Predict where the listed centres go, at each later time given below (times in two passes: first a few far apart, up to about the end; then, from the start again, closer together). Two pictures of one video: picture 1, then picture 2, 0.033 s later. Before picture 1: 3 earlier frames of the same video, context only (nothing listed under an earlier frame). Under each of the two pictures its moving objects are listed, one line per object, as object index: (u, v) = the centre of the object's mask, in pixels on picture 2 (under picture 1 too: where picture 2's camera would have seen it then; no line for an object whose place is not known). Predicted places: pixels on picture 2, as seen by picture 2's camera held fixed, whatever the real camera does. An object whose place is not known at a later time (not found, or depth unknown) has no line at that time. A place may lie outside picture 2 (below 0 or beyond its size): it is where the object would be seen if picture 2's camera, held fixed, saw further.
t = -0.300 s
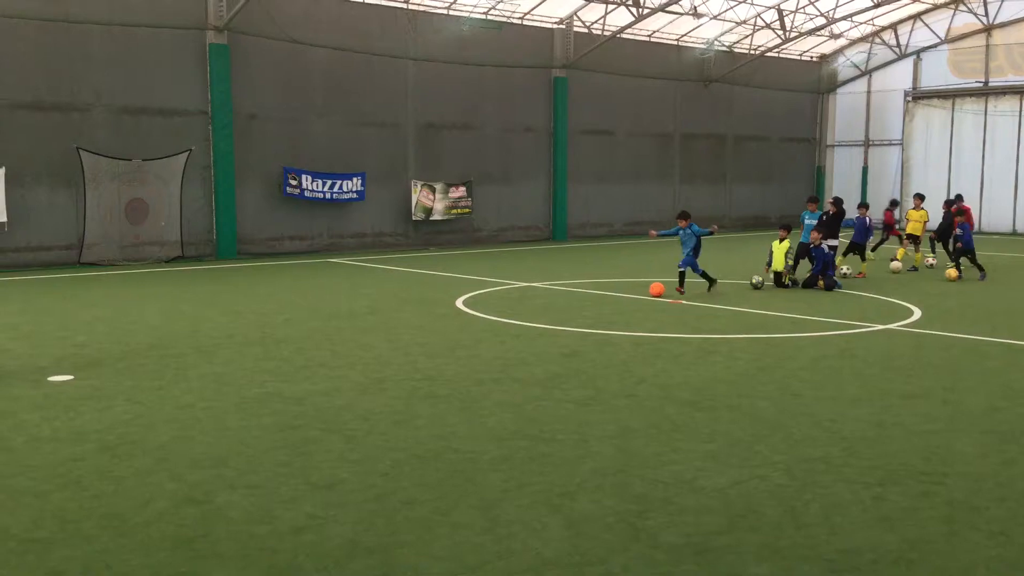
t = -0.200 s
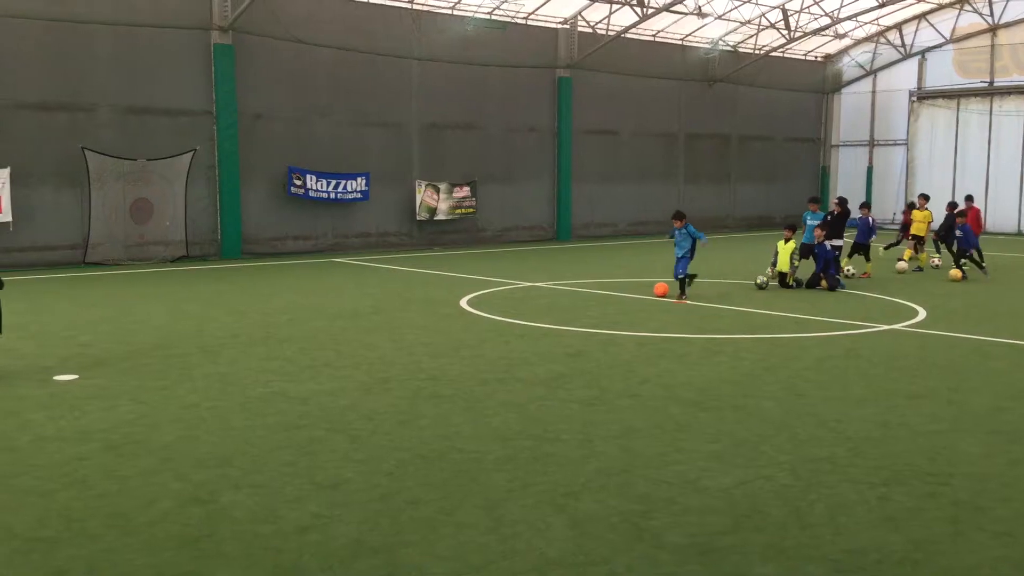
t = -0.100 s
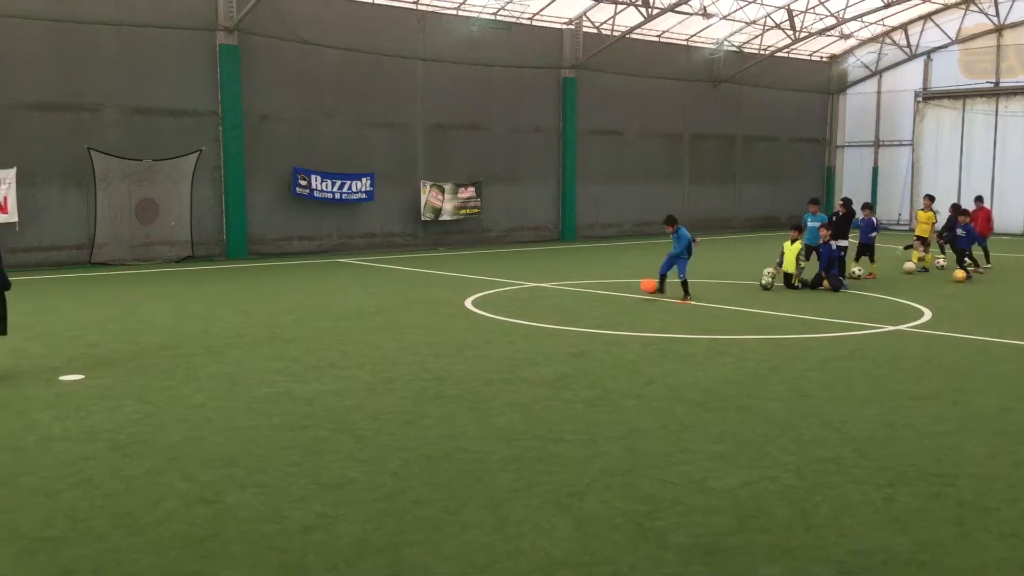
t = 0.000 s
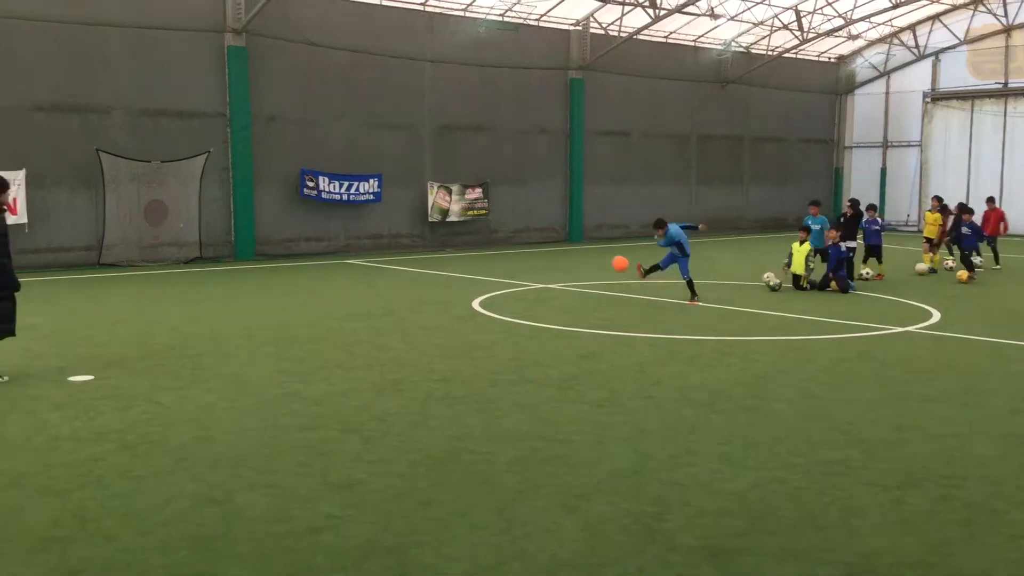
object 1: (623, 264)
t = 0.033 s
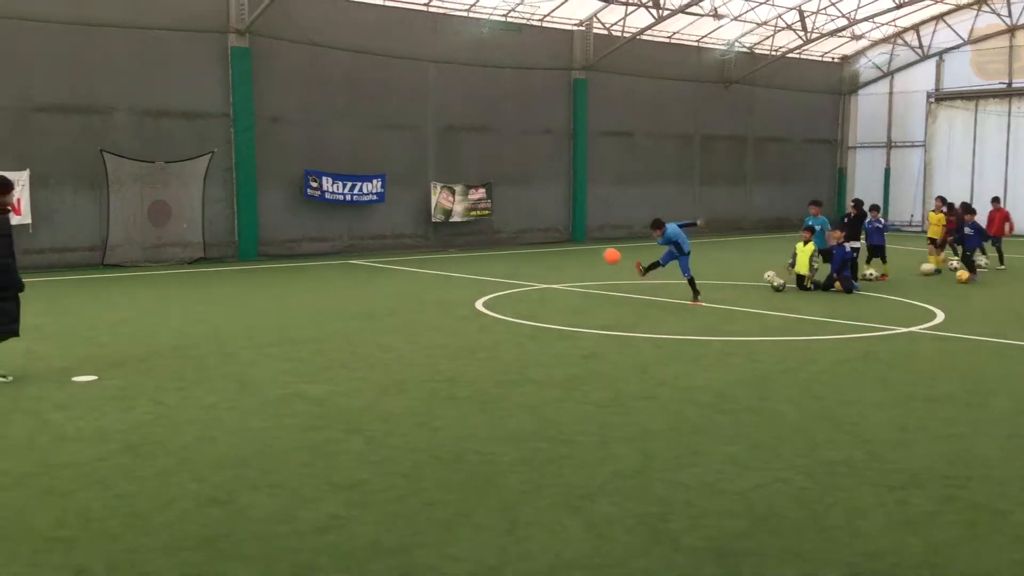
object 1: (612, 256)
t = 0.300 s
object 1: (506, 218)
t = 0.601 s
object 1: (358, 243)
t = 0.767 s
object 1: (259, 301)
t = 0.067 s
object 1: (599, 248)
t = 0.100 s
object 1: (588, 242)
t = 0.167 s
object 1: (562, 232)
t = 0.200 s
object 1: (548, 227)
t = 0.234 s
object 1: (534, 223)
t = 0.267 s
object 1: (520, 220)
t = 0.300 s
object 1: (506, 218)
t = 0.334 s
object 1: (491, 217)
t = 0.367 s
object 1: (476, 217)
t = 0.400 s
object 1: (460, 217)
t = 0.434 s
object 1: (444, 219)
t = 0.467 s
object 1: (426, 222)
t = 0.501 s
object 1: (410, 226)
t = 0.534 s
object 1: (394, 230)
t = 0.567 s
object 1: (376, 236)
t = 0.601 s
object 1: (358, 243)
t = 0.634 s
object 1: (342, 251)
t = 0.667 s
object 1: (321, 262)
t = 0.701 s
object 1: (301, 274)
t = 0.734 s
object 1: (280, 287)
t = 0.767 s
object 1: (259, 301)
